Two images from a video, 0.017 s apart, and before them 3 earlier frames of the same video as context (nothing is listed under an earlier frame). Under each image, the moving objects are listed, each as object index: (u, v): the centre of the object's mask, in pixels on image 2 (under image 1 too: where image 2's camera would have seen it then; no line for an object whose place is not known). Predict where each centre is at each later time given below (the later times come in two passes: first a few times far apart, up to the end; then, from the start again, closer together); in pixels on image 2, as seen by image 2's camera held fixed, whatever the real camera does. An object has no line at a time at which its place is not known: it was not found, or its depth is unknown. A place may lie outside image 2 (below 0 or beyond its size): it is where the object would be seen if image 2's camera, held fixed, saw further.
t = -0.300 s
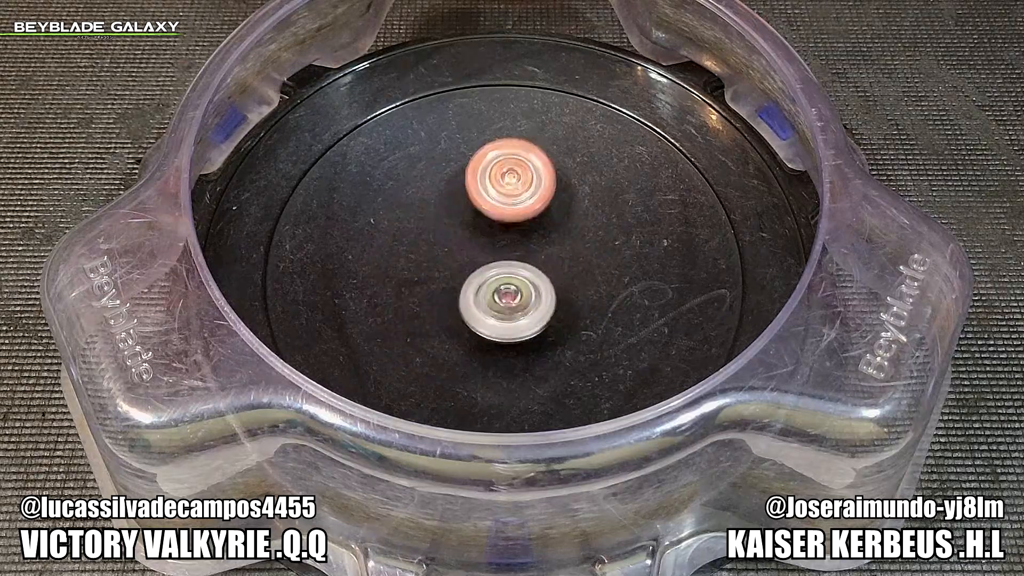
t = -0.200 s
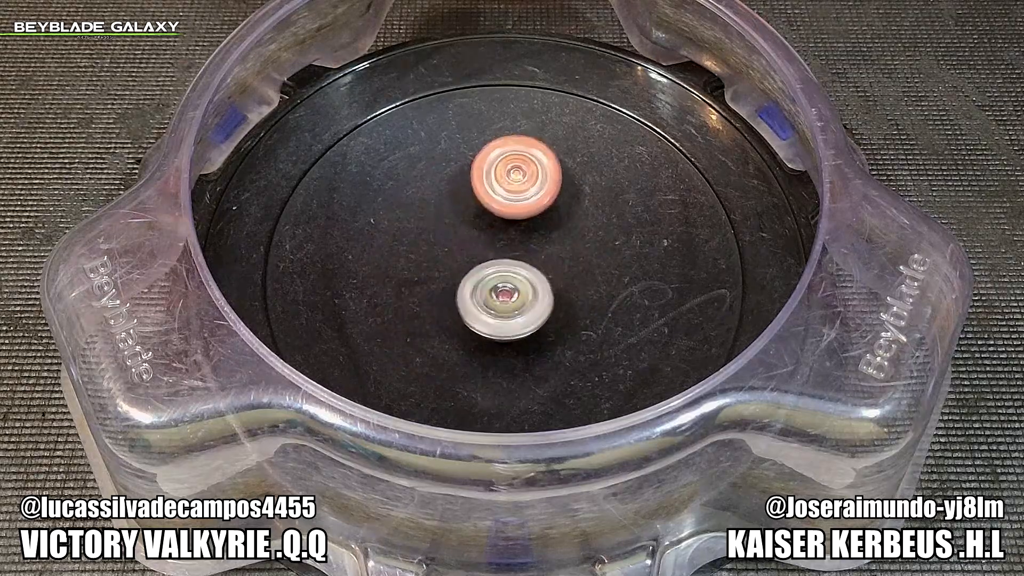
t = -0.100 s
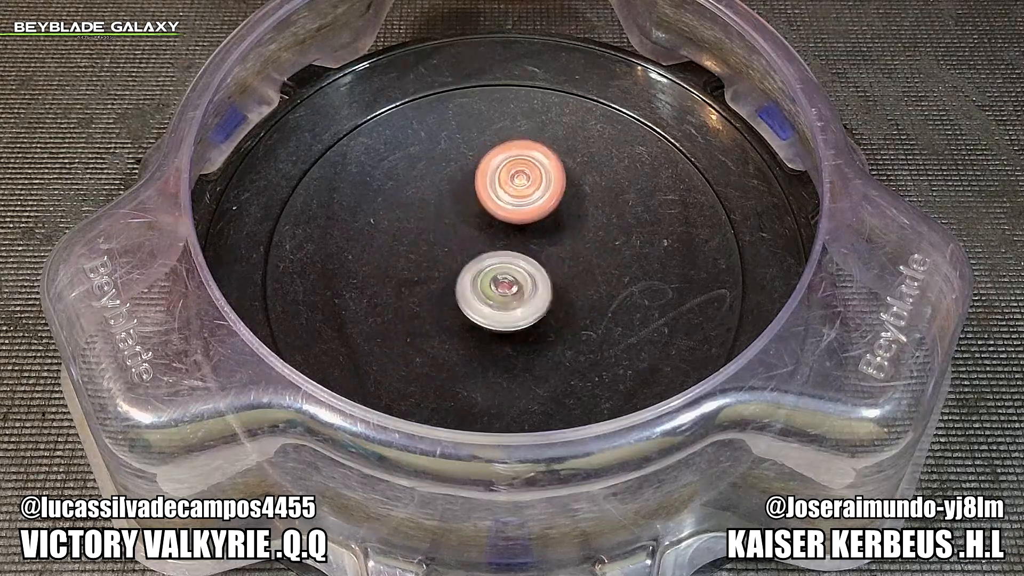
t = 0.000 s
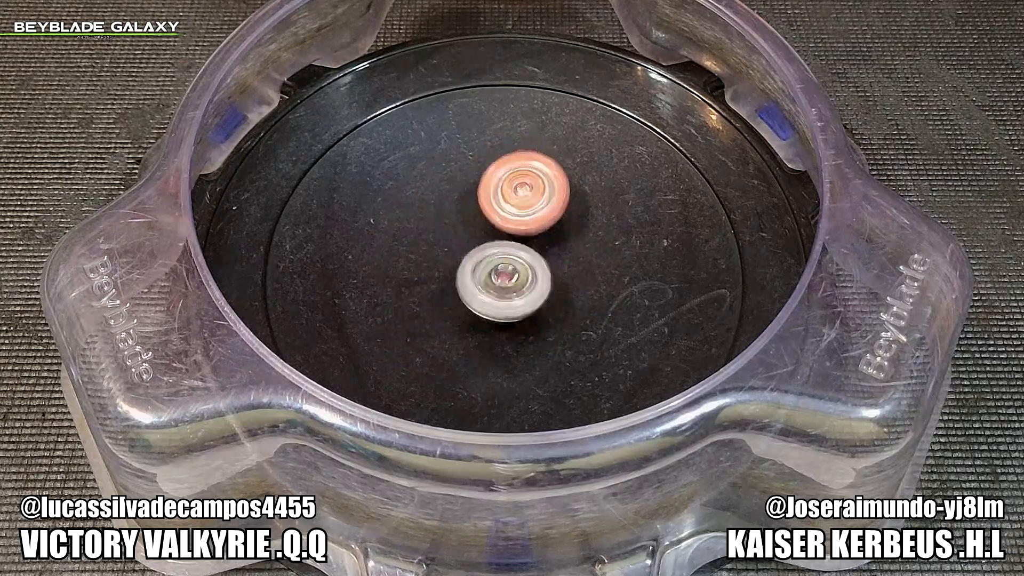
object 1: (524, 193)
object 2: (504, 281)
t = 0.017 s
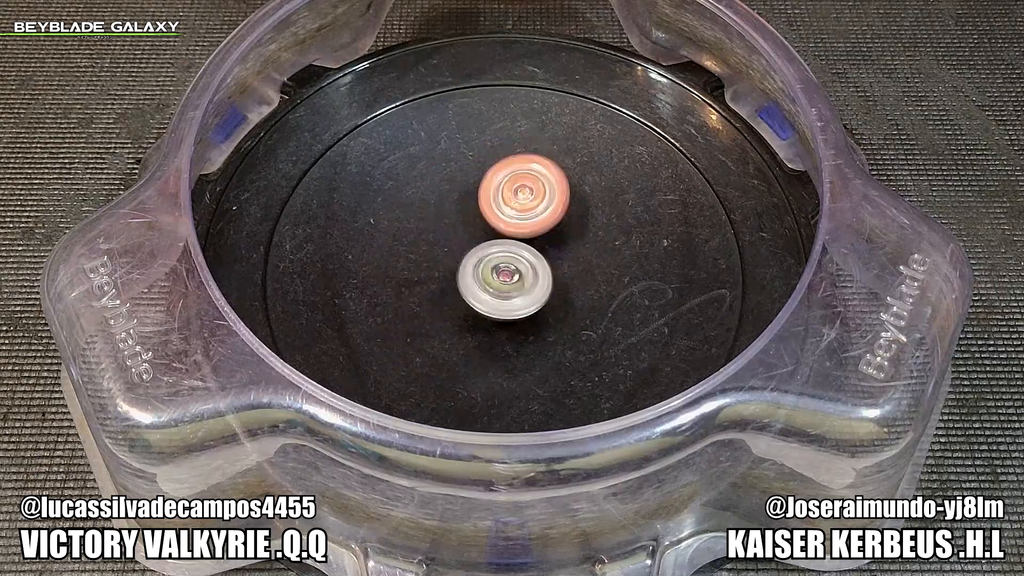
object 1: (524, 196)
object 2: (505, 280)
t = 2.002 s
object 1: (566, 335)
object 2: (474, 185)
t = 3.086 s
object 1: (472, 286)
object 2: (519, 217)
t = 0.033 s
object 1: (525, 198)
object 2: (504, 278)
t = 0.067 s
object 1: (530, 195)
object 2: (500, 283)
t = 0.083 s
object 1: (531, 194)
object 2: (497, 286)
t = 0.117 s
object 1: (532, 195)
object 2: (492, 288)
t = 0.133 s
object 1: (533, 196)
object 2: (492, 290)
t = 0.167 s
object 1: (534, 199)
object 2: (490, 290)
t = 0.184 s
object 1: (534, 200)
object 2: (489, 290)
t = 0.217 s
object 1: (536, 204)
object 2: (489, 289)
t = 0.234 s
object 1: (536, 206)
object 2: (489, 289)
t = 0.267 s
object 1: (536, 210)
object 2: (490, 287)
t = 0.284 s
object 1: (537, 213)
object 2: (492, 285)
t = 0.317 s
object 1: (542, 212)
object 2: (487, 288)
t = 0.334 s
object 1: (547, 210)
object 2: (482, 291)
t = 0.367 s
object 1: (551, 210)
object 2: (473, 296)
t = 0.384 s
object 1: (551, 211)
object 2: (471, 299)
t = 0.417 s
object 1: (553, 211)
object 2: (467, 301)
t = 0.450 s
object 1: (555, 213)
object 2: (465, 301)
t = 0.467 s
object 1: (556, 214)
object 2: (465, 300)
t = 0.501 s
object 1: (557, 217)
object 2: (467, 298)
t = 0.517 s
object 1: (557, 217)
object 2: (467, 297)
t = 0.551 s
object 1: (557, 220)
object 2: (469, 295)
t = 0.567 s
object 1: (556, 222)
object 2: (471, 293)
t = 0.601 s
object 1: (556, 225)
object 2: (473, 290)
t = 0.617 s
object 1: (556, 227)
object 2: (473, 288)
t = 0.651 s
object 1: (554, 231)
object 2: (475, 285)
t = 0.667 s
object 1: (553, 233)
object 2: (478, 284)
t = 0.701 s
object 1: (559, 234)
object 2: (470, 283)
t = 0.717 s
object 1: (566, 232)
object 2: (463, 283)
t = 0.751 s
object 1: (574, 231)
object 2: (452, 284)
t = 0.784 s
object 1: (575, 231)
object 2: (446, 284)
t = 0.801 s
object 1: (576, 231)
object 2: (444, 283)
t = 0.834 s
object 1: (578, 232)
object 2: (442, 282)
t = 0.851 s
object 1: (578, 232)
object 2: (441, 281)
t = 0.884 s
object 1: (579, 233)
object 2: (441, 280)
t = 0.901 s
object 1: (579, 233)
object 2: (441, 279)
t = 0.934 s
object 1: (578, 235)
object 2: (444, 276)
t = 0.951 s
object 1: (578, 235)
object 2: (445, 275)
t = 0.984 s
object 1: (576, 237)
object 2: (448, 272)
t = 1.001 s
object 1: (574, 238)
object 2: (450, 271)
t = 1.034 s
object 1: (572, 240)
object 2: (453, 268)
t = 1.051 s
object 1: (570, 241)
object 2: (455, 266)
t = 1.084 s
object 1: (566, 243)
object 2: (459, 263)
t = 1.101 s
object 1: (564, 243)
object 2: (461, 262)
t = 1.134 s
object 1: (560, 246)
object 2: (465, 259)
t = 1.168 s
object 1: (558, 248)
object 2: (463, 255)
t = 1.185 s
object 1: (560, 250)
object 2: (458, 252)
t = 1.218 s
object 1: (560, 251)
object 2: (452, 249)
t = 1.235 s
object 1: (560, 252)
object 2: (451, 249)
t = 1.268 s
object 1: (558, 254)
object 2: (450, 246)
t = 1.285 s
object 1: (557, 255)
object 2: (450, 245)
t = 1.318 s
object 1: (555, 257)
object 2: (453, 244)
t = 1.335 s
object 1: (554, 258)
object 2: (456, 244)
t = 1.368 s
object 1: (552, 260)
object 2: (459, 242)
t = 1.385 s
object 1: (552, 262)
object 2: (458, 241)
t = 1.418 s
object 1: (551, 263)
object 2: (459, 238)
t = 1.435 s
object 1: (552, 264)
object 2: (461, 237)
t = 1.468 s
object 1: (553, 268)
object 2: (461, 232)
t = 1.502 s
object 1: (558, 273)
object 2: (459, 227)
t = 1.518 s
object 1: (559, 274)
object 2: (458, 226)
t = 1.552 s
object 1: (561, 275)
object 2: (460, 224)
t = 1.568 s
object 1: (561, 277)
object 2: (460, 223)
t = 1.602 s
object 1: (561, 279)
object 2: (463, 222)
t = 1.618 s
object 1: (561, 279)
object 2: (465, 223)
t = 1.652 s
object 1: (559, 280)
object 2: (469, 222)
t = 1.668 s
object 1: (559, 281)
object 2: (469, 222)
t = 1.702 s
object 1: (556, 282)
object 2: (474, 223)
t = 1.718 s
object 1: (554, 282)
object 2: (478, 224)
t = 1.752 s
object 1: (551, 283)
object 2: (481, 226)
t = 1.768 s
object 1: (550, 283)
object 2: (482, 227)
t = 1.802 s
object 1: (553, 294)
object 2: (480, 217)
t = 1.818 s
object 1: (557, 304)
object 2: (477, 207)
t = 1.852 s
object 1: (563, 317)
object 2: (472, 194)
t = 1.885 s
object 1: (565, 325)
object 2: (471, 187)
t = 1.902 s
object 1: (567, 326)
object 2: (472, 186)
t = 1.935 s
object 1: (568, 330)
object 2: (473, 184)
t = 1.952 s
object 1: (568, 332)
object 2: (472, 184)
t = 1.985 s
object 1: (567, 334)
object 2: (473, 185)
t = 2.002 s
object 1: (566, 335)
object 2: (474, 185)
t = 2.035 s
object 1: (563, 337)
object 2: (474, 188)
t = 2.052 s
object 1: (562, 338)
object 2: (476, 191)
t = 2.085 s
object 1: (558, 338)
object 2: (477, 195)
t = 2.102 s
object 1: (556, 338)
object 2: (476, 197)
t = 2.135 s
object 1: (551, 337)
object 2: (479, 202)
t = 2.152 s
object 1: (549, 336)
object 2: (480, 204)
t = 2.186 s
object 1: (543, 333)
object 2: (482, 210)
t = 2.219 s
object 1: (537, 330)
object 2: (485, 216)
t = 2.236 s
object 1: (534, 328)
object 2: (488, 219)
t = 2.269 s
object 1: (529, 323)
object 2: (490, 225)
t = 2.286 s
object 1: (526, 321)
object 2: (491, 229)
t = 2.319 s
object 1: (521, 315)
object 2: (495, 235)
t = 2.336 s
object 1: (517, 315)
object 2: (496, 234)
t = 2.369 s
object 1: (512, 323)
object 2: (498, 220)
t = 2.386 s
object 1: (509, 324)
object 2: (499, 215)
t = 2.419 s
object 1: (504, 323)
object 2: (499, 205)
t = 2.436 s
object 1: (503, 321)
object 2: (501, 203)
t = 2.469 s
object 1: (499, 318)
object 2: (503, 200)
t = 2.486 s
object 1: (497, 317)
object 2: (503, 201)
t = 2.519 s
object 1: (494, 312)
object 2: (504, 202)
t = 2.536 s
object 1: (493, 310)
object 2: (503, 203)
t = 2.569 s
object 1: (490, 305)
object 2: (503, 206)
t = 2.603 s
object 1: (488, 300)
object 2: (502, 210)
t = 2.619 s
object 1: (487, 297)
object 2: (500, 211)
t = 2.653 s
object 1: (484, 293)
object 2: (501, 213)
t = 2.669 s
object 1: (483, 292)
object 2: (501, 212)
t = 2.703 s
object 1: (478, 291)
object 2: (502, 211)
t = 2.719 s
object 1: (475, 294)
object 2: (506, 205)
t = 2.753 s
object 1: (467, 300)
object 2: (511, 197)
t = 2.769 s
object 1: (464, 301)
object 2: (515, 196)
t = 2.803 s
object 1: (463, 301)
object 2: (518, 194)
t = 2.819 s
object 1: (463, 301)
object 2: (519, 194)
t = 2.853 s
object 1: (462, 301)
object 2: (522, 195)
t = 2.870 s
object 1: (461, 300)
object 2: (521, 197)
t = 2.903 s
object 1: (462, 299)
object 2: (521, 199)
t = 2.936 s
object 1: (462, 298)
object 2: (521, 201)
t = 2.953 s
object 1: (463, 296)
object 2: (520, 204)
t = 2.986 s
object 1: (465, 293)
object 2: (520, 207)
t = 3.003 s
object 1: (466, 293)
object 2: (518, 209)
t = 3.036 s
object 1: (467, 290)
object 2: (518, 212)
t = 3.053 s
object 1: (469, 288)
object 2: (517, 214)
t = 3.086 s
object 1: (472, 286)
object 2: (519, 217)
